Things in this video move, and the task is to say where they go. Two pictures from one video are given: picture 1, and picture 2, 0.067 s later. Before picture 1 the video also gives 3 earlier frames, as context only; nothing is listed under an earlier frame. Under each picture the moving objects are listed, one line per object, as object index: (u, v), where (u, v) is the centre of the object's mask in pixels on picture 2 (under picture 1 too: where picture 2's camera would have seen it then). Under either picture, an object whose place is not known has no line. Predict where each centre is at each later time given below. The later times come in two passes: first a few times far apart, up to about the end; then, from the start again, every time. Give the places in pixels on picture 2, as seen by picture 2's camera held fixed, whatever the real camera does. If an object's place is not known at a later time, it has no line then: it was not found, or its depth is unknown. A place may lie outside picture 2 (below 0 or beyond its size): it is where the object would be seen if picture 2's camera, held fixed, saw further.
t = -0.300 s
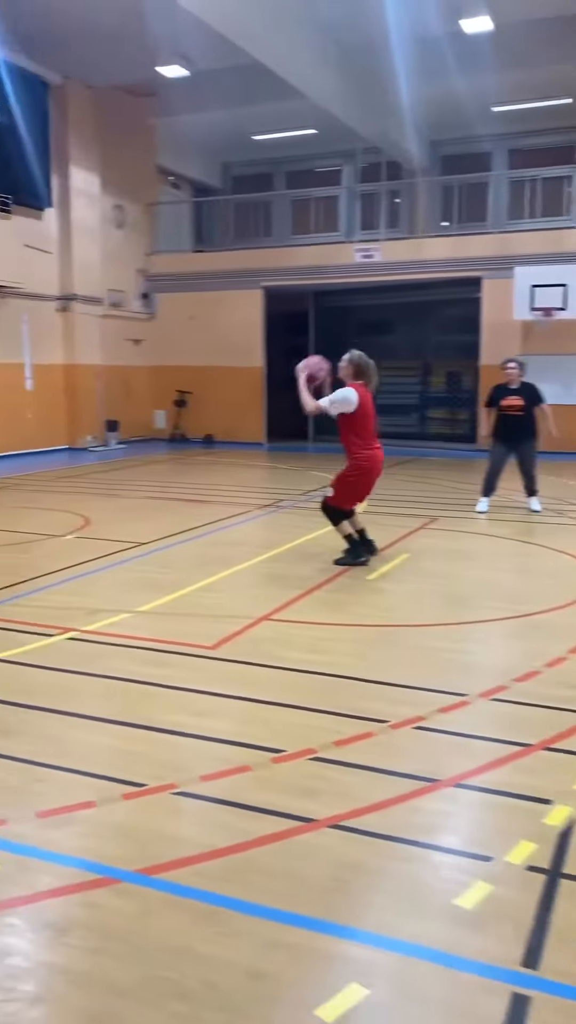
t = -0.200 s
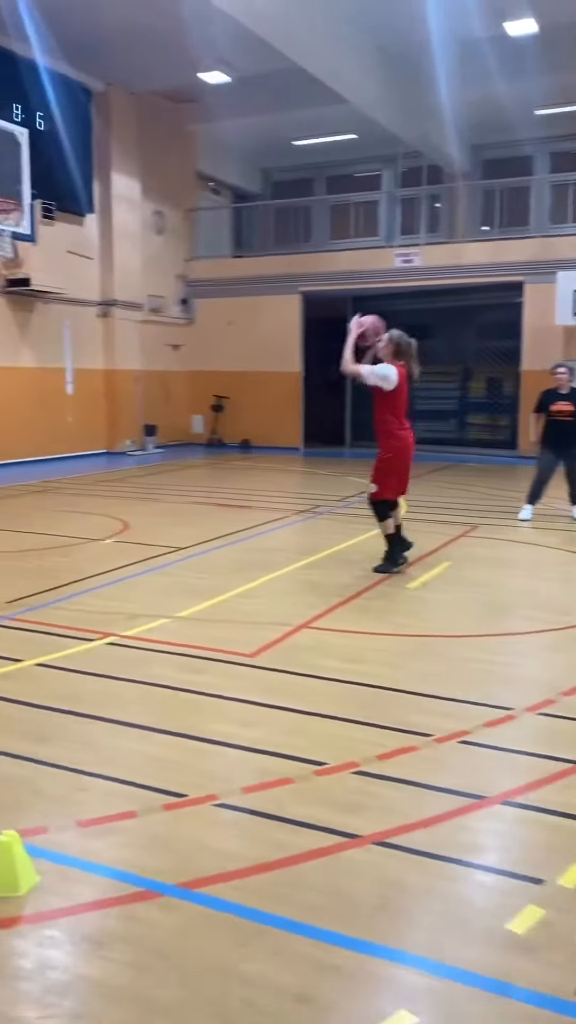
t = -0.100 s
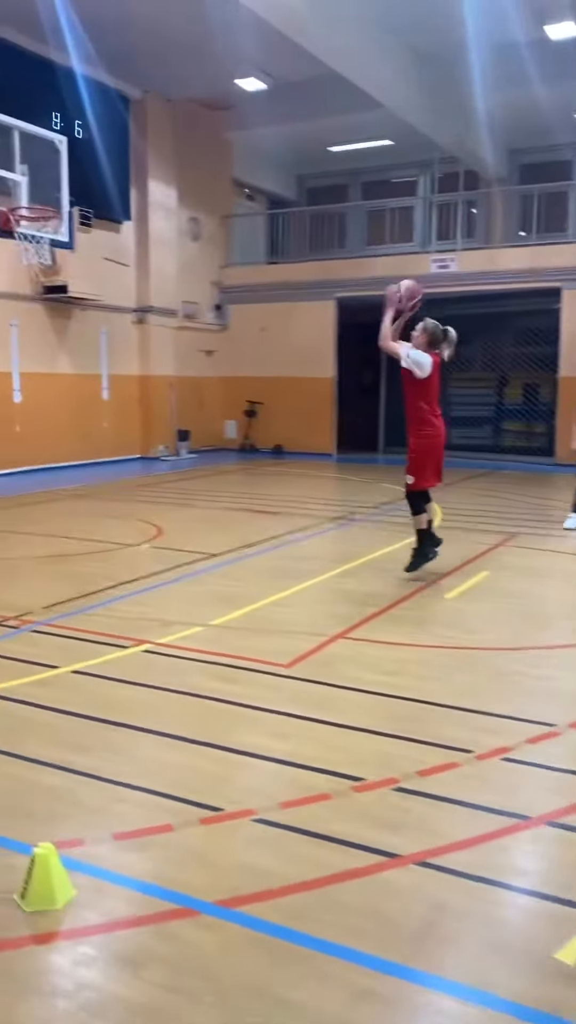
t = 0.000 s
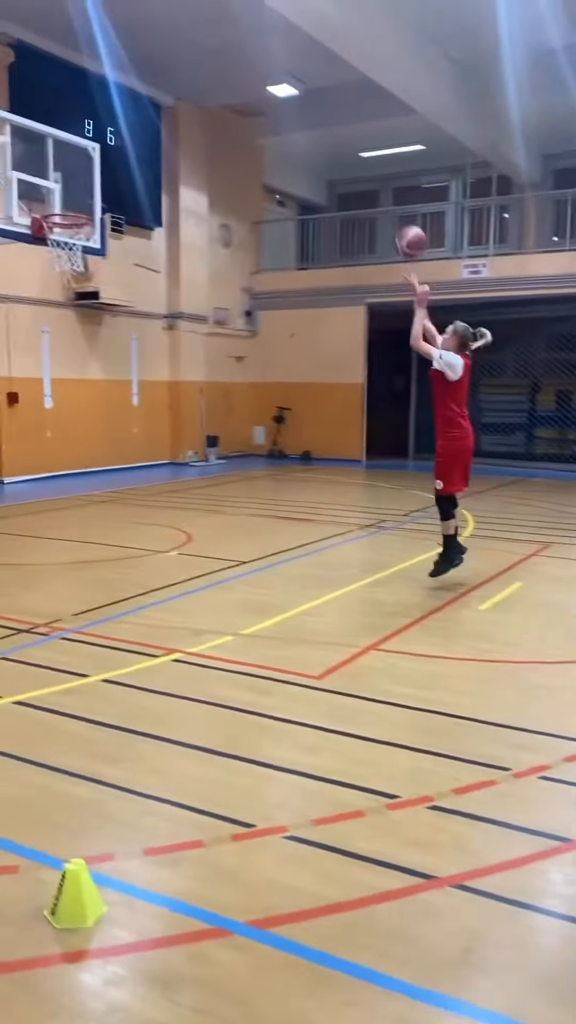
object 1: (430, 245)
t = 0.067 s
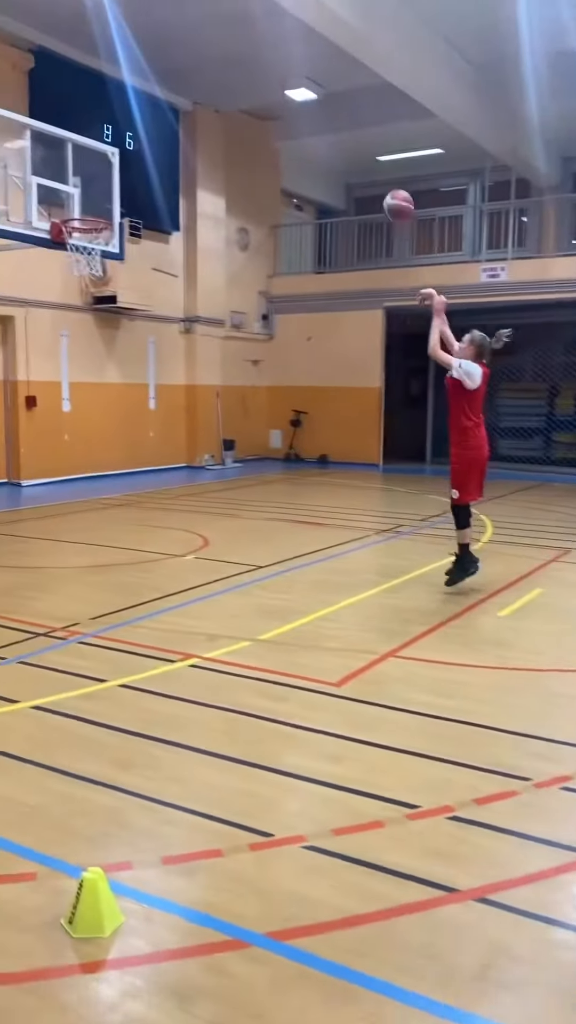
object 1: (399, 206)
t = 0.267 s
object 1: (311, 129)
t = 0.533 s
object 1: (204, 112)
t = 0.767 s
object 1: (126, 167)
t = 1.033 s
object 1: (73, 262)
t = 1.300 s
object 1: (86, 341)
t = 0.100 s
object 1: (383, 191)
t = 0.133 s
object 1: (368, 173)
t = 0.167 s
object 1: (355, 159)
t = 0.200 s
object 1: (341, 147)
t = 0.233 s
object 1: (325, 138)
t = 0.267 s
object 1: (311, 129)
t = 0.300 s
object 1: (297, 122)
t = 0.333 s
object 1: (285, 114)
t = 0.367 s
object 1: (271, 111)
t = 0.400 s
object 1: (257, 108)
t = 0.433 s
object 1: (244, 107)
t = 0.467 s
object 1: (230, 107)
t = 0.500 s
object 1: (218, 109)
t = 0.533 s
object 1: (204, 112)
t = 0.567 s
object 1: (194, 116)
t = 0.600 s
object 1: (182, 121)
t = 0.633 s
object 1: (170, 129)
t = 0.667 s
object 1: (159, 136)
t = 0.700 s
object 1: (147, 146)
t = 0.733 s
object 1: (137, 156)
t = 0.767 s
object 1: (126, 167)
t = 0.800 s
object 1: (114, 179)
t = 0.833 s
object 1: (103, 191)
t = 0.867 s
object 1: (93, 205)
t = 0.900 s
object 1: (83, 213)
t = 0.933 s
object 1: (76, 234)
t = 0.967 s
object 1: (74, 241)
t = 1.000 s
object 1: (78, 250)
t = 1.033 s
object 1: (73, 262)
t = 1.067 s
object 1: (76, 265)
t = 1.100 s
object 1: (79, 273)
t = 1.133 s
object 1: (79, 280)
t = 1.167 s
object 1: (81, 292)
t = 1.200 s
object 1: (81, 303)
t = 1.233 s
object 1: (83, 314)
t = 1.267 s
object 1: (85, 326)
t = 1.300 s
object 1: (86, 341)
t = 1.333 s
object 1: (87, 355)
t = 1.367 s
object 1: (89, 370)
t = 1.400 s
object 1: (90, 386)
